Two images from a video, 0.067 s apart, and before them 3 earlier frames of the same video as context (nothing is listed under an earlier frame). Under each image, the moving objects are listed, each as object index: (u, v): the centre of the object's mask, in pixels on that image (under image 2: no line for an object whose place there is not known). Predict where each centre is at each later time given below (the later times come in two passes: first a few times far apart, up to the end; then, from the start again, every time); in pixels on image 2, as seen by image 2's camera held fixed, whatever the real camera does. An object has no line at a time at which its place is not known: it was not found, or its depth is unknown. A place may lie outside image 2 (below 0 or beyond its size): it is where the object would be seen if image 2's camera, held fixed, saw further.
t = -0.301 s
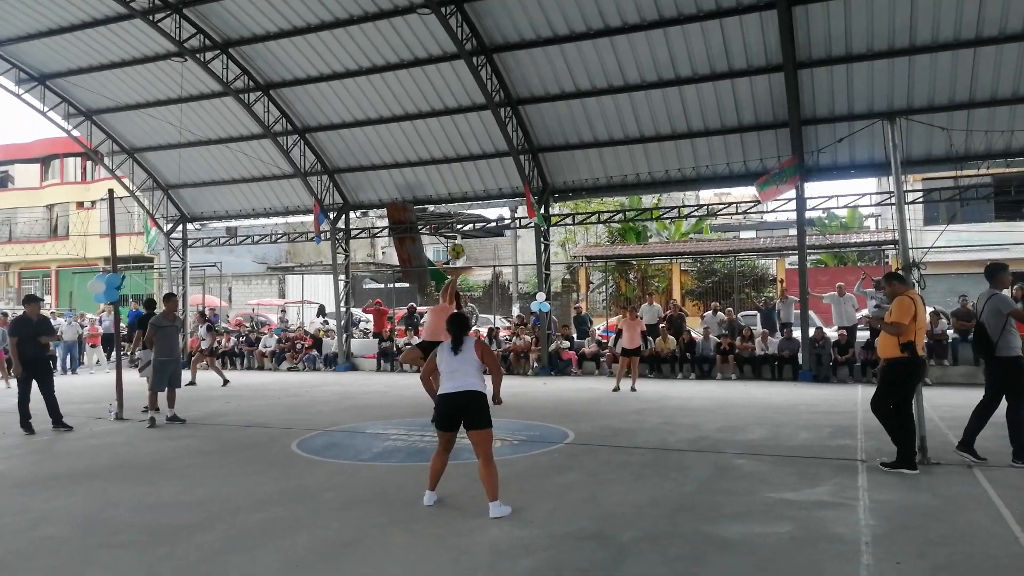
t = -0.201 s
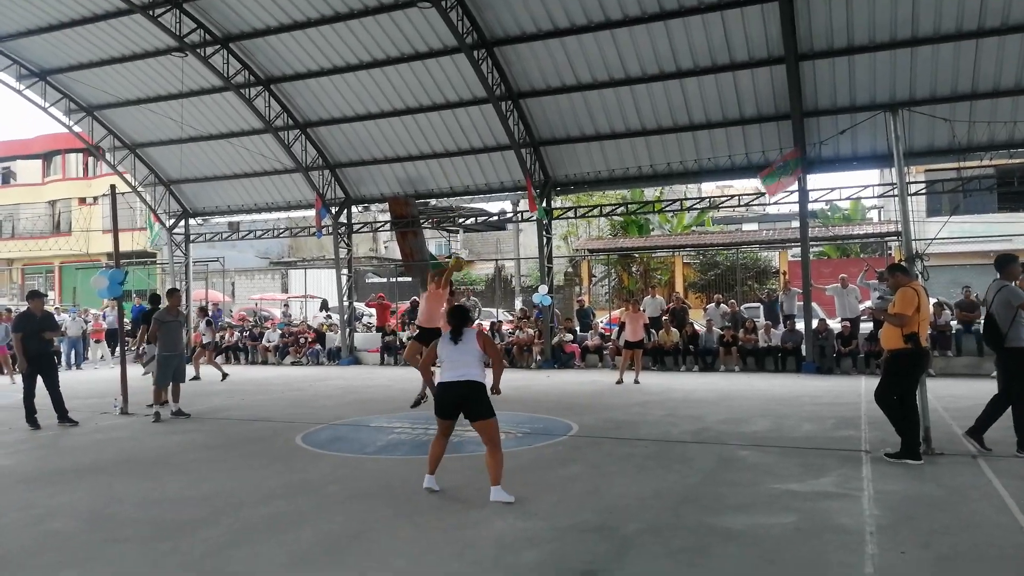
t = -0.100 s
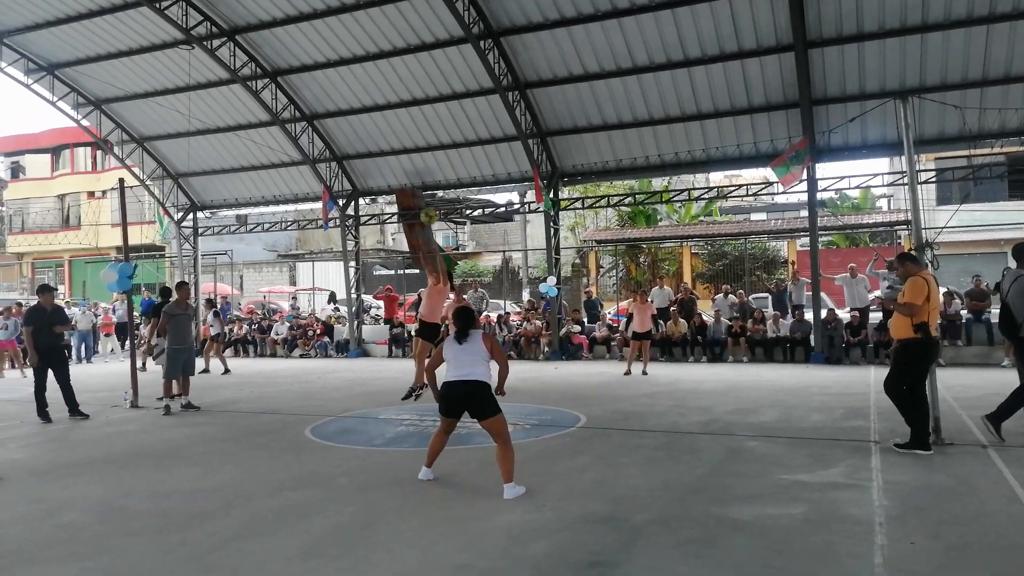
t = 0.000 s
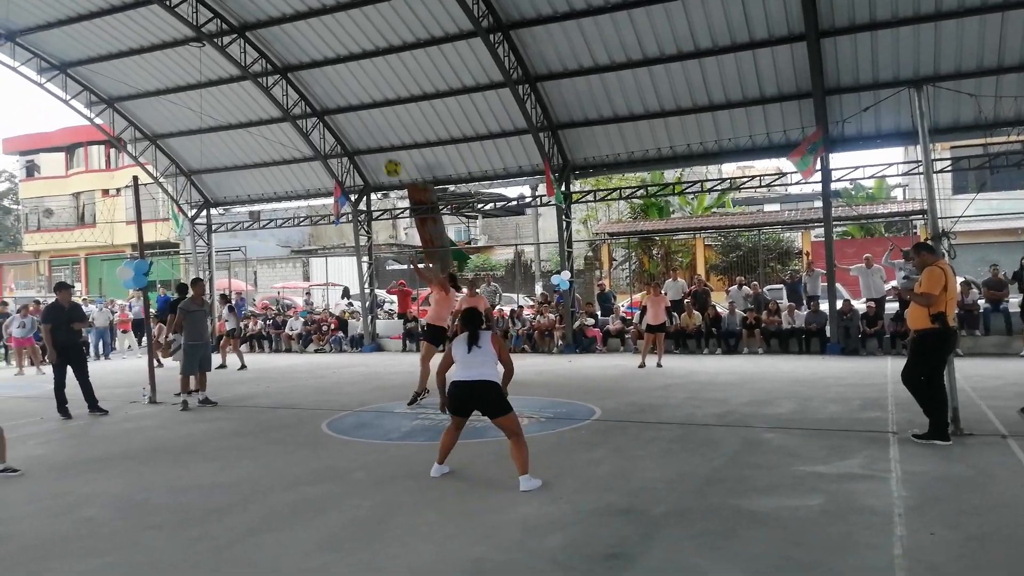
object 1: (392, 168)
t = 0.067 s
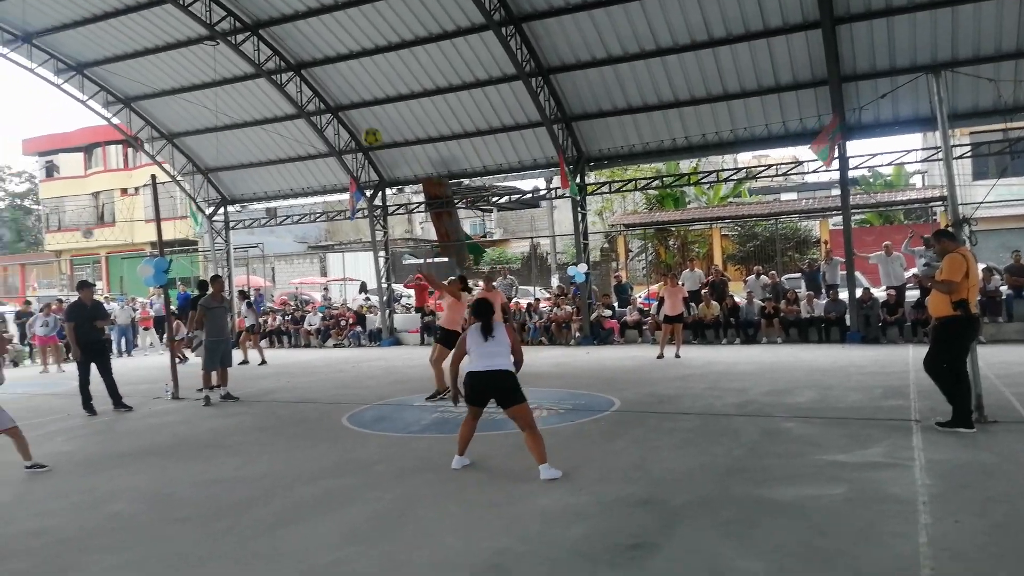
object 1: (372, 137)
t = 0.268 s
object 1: (252, 74)
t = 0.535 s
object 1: (50, 34)
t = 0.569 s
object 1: (21, 34)
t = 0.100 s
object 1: (353, 125)
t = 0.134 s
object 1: (335, 115)
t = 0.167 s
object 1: (315, 104)
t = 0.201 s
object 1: (295, 93)
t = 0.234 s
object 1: (274, 84)
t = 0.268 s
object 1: (252, 74)
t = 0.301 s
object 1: (230, 66)
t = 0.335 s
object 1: (207, 59)
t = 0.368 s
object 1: (182, 53)
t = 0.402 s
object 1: (158, 47)
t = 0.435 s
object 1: (132, 42)
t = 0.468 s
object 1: (107, 38)
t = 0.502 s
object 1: (79, 36)
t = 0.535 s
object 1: (50, 34)
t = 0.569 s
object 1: (21, 34)
